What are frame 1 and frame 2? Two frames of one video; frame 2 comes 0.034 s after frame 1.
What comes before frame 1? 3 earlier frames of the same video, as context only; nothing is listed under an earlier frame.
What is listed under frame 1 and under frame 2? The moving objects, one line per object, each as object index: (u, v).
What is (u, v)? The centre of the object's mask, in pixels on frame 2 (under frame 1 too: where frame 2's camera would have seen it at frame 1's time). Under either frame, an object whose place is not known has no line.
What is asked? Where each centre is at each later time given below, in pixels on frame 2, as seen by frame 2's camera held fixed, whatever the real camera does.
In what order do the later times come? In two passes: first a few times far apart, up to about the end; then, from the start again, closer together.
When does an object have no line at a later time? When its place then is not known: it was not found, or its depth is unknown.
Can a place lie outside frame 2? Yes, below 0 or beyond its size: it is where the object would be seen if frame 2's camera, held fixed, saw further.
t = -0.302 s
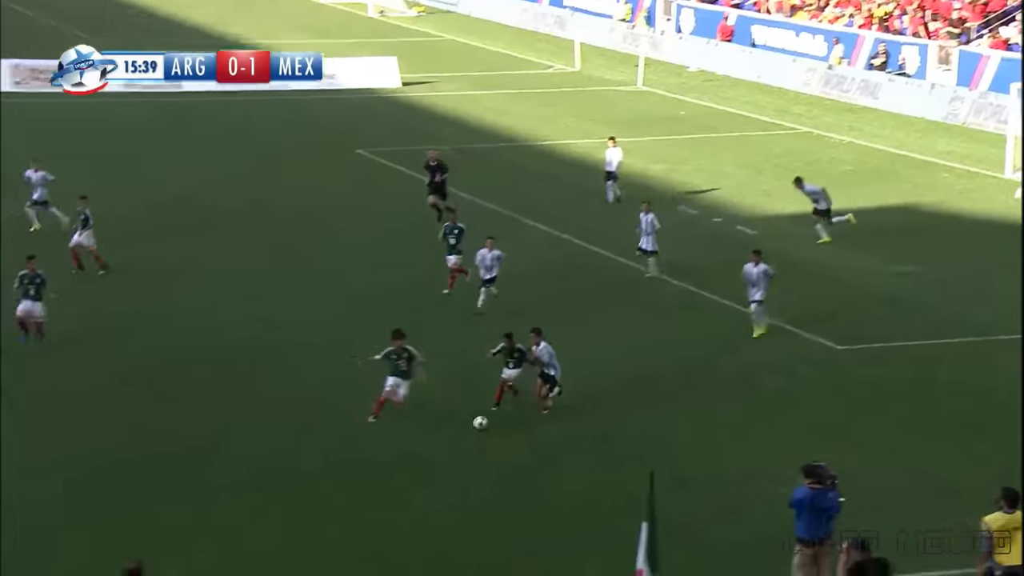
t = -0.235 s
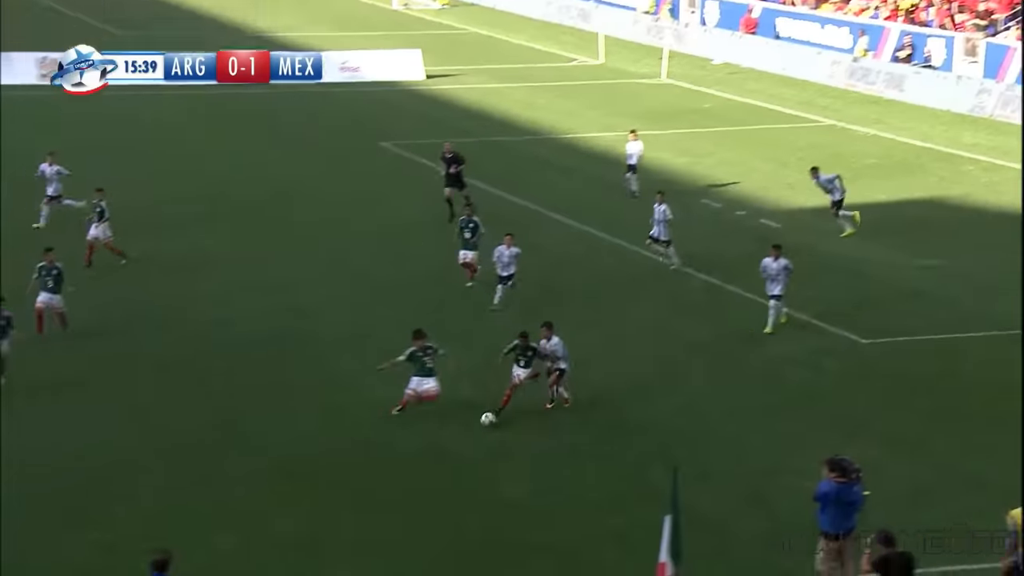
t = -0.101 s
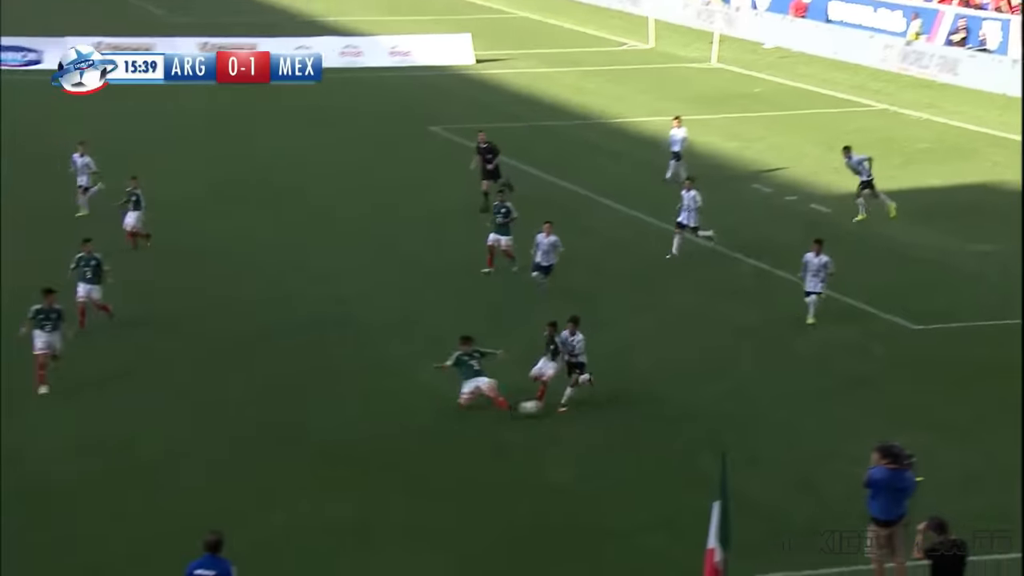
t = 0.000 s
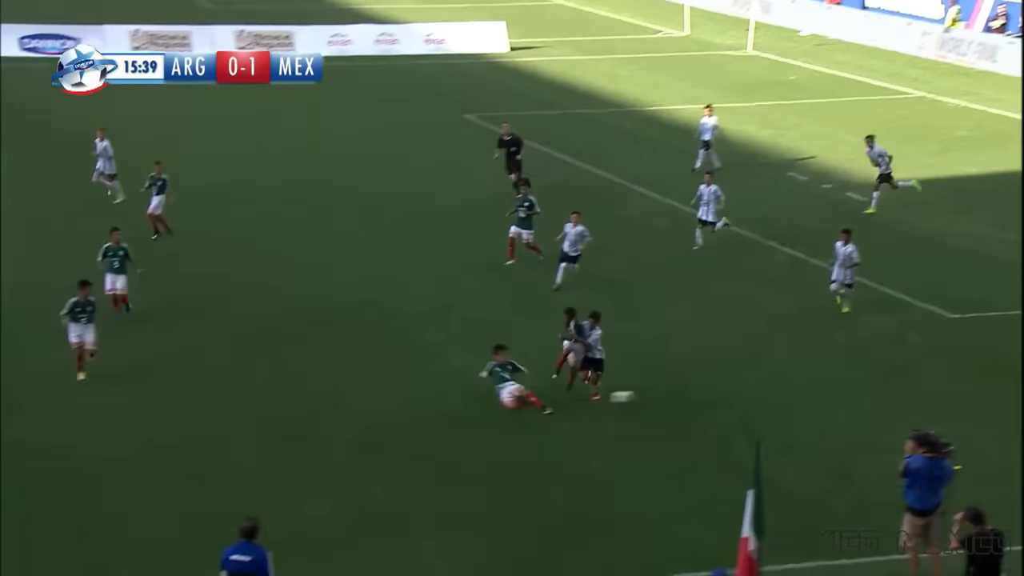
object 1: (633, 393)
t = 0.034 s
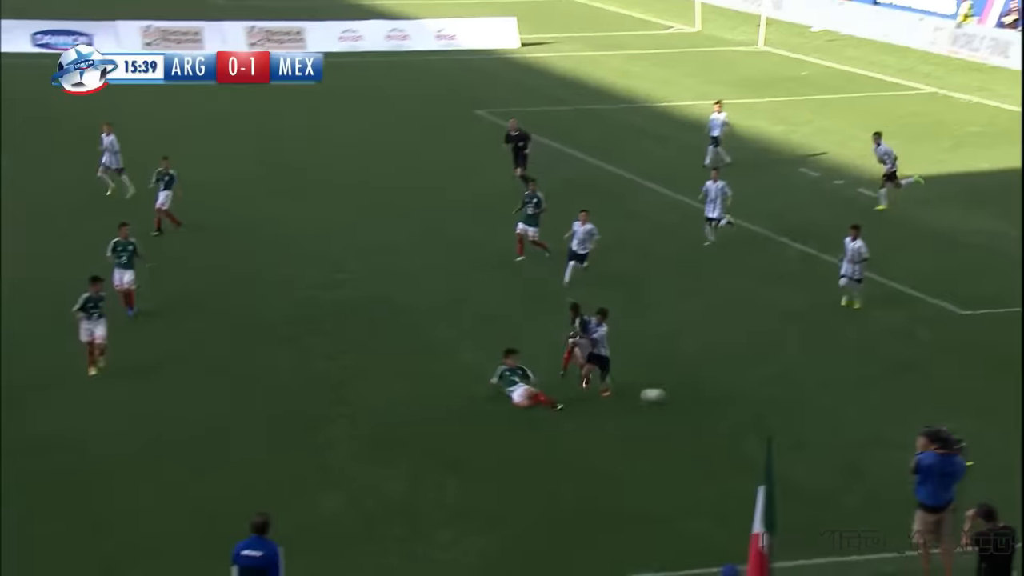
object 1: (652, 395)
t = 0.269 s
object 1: (761, 401)
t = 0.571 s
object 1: (868, 412)
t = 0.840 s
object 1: (957, 422)
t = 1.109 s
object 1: (1045, 430)
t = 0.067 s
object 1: (672, 398)
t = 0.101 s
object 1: (690, 401)
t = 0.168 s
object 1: (721, 401)
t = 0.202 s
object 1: (734, 401)
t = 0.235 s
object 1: (747, 400)
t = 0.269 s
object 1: (761, 401)
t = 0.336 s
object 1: (787, 406)
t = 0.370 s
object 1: (800, 409)
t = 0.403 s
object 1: (813, 409)
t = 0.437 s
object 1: (823, 408)
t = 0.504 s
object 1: (846, 408)
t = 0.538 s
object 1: (857, 410)
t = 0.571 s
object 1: (868, 412)
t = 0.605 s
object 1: (879, 415)
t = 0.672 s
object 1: (901, 416)
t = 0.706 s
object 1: (912, 417)
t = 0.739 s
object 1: (923, 418)
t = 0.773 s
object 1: (934, 420)
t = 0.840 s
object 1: (957, 422)
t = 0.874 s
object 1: (968, 423)
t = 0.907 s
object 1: (979, 424)
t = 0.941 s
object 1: (990, 424)
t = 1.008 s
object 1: (1012, 426)
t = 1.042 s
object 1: (1023, 427)
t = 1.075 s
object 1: (1034, 428)
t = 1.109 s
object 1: (1045, 430)
